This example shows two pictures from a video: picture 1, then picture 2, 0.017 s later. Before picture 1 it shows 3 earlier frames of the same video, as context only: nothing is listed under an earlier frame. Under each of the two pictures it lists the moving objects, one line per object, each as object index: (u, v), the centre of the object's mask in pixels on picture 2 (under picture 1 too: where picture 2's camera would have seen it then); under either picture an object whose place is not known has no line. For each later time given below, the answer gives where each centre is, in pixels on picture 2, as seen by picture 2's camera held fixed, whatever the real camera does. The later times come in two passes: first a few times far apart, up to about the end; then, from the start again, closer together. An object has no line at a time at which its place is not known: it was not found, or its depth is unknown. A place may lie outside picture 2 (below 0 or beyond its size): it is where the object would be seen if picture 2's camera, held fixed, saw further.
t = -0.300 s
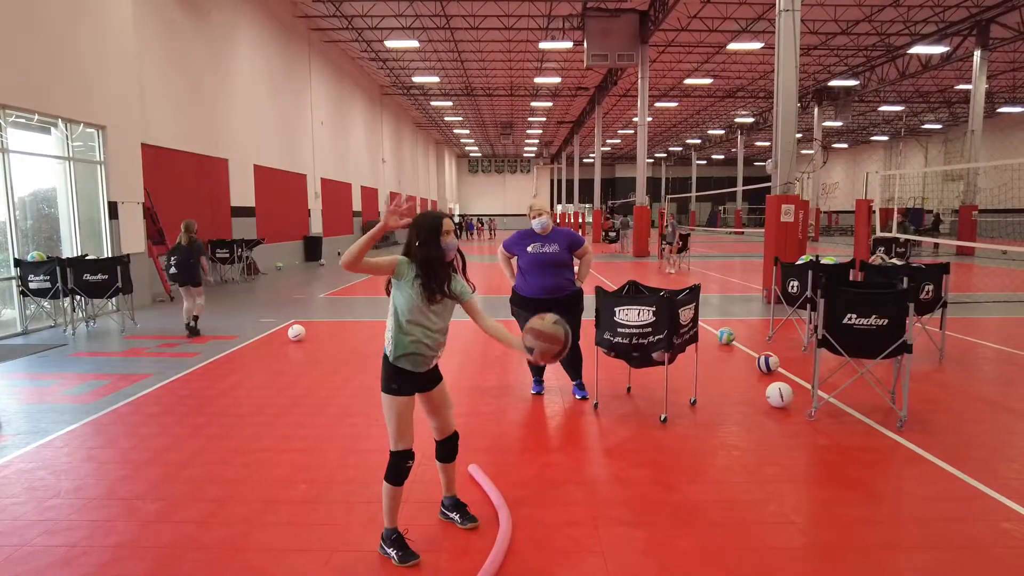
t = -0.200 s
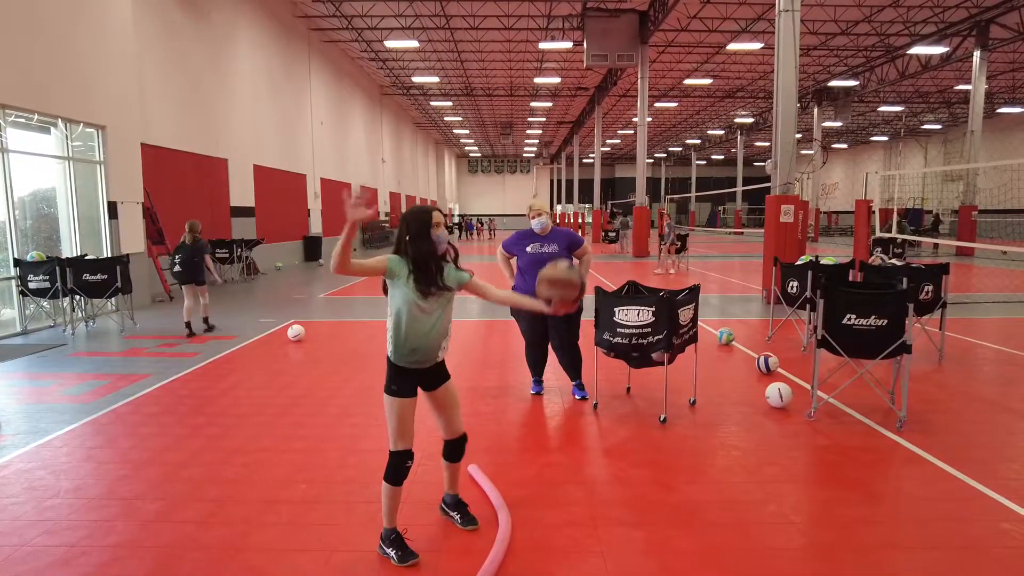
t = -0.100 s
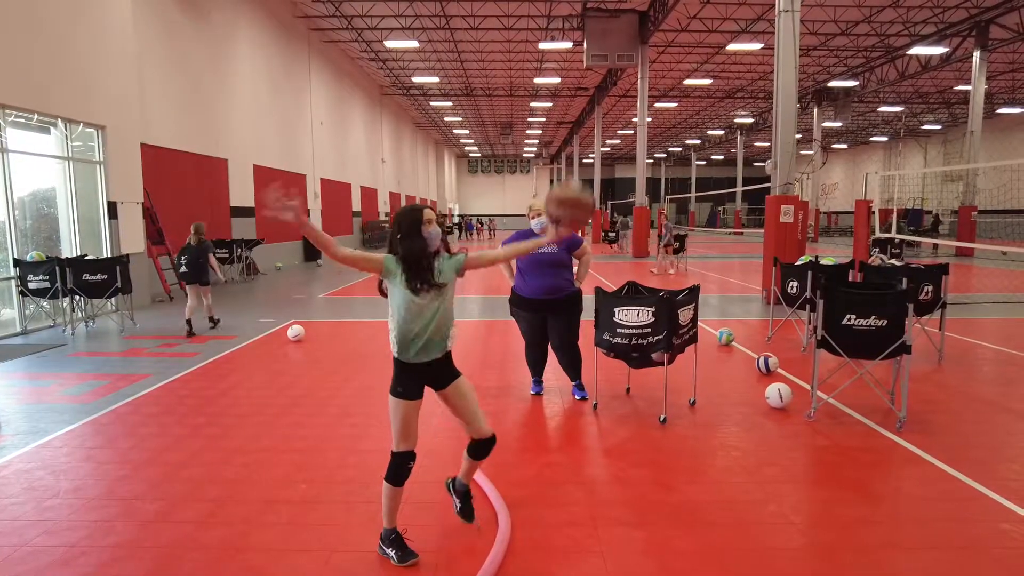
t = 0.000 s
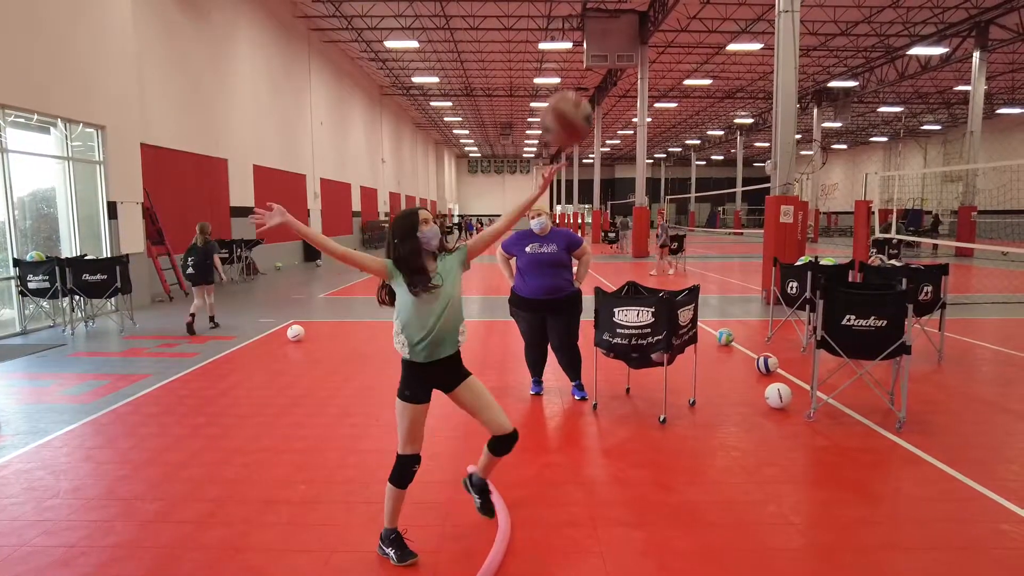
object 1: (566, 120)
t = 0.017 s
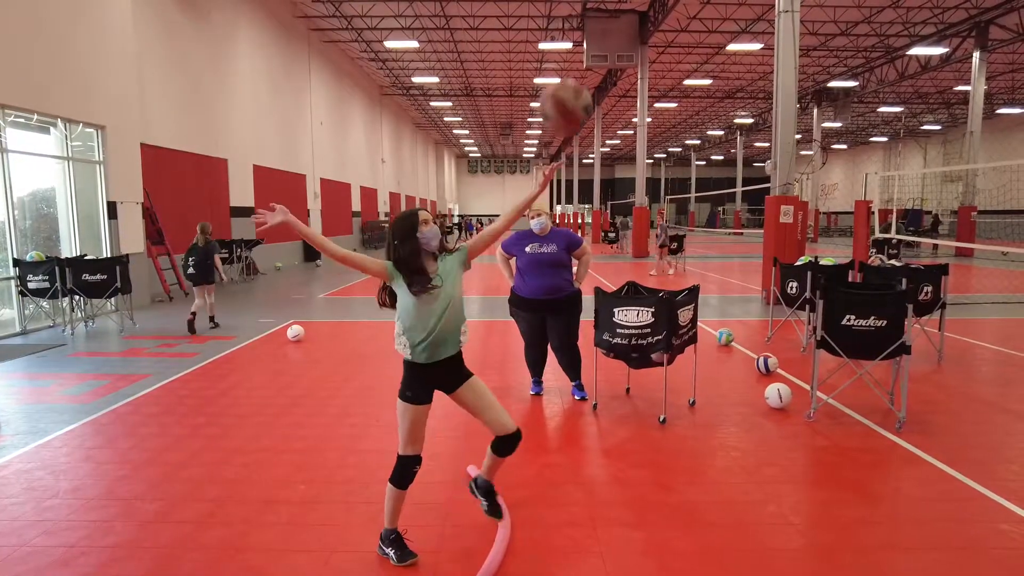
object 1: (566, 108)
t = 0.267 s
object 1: (554, 13)
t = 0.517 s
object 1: (540, 58)
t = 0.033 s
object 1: (565, 96)
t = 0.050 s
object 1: (563, 84)
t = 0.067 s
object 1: (562, 75)
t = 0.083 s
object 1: (562, 65)
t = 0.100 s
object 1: (562, 55)
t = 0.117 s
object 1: (560, 47)
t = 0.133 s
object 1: (560, 39)
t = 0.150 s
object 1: (559, 32)
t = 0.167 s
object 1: (558, 27)
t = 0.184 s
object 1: (557, 22)
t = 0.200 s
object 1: (556, 19)
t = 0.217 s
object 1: (555, 17)
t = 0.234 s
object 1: (554, 15)
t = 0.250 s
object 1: (554, 14)
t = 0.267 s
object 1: (554, 13)
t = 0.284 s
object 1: (552, 13)
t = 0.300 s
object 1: (551, 13)
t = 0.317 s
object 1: (550, 13)
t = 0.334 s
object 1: (549, 13)
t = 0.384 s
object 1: (546, 15)
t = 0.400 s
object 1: (545, 18)
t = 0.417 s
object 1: (544, 20)
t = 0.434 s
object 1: (544, 23)
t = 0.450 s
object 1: (544, 27)
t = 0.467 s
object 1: (542, 34)
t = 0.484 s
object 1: (542, 41)
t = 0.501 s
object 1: (541, 49)
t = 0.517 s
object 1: (540, 58)
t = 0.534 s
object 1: (539, 69)
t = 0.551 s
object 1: (538, 78)
